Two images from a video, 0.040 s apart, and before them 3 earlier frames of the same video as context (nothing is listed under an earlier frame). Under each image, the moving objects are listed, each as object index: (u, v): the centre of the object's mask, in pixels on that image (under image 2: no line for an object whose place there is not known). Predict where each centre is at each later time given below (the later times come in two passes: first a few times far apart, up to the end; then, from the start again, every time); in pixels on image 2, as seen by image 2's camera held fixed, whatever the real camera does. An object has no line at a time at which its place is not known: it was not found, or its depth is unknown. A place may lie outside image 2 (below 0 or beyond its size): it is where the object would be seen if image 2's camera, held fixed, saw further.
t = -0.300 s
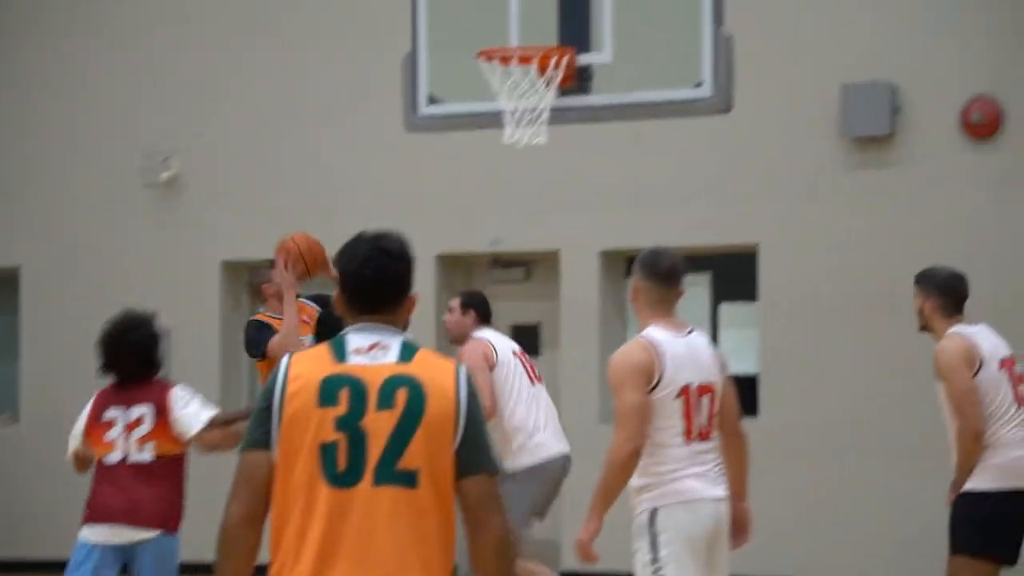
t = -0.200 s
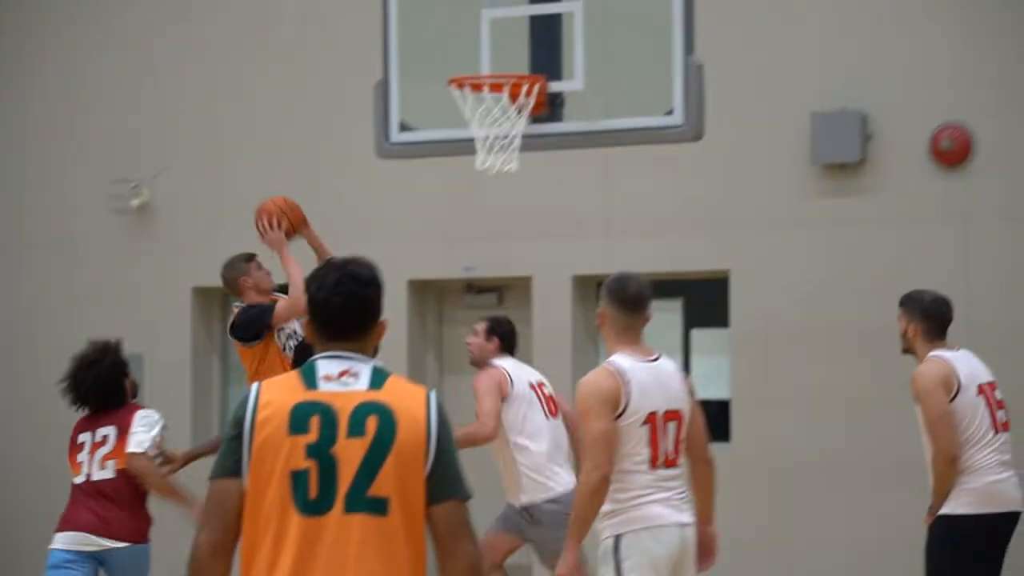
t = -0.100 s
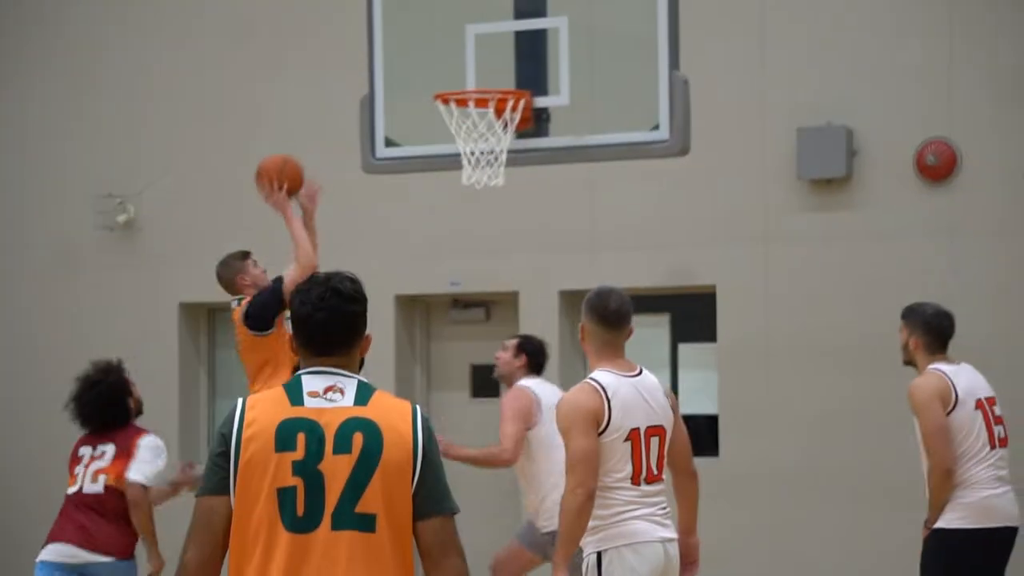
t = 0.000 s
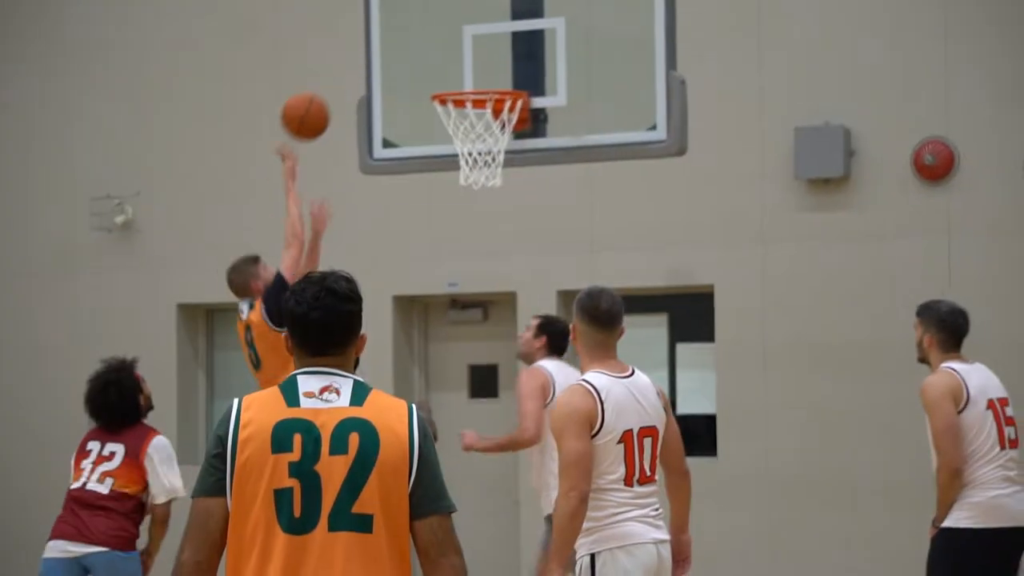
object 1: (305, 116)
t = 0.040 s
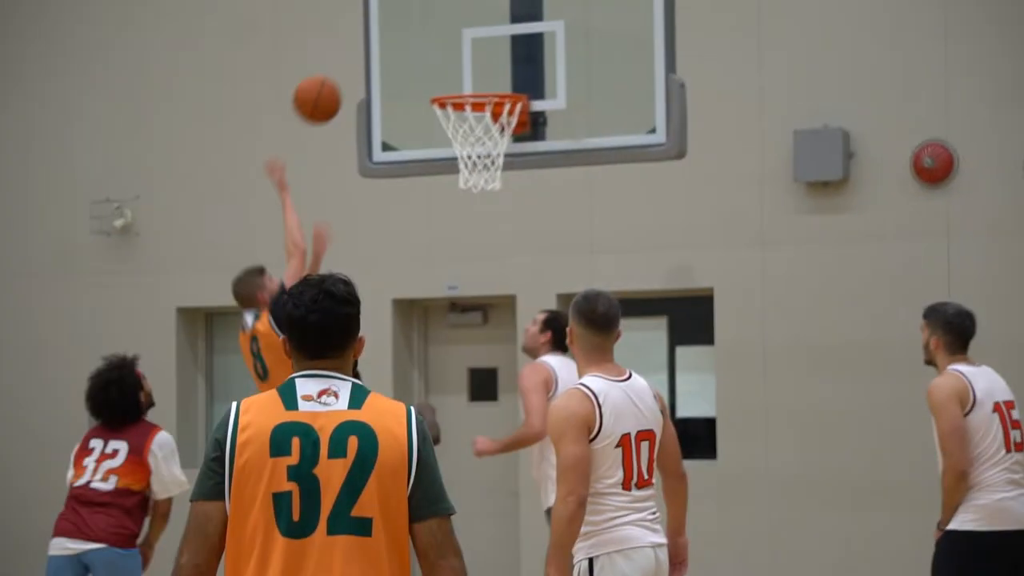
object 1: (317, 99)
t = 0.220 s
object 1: (375, 45)
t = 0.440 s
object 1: (443, 67)
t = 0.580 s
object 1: (465, 71)
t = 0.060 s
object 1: (323, 89)
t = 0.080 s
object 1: (329, 82)
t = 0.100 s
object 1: (335, 73)
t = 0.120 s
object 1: (341, 66)
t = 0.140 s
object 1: (350, 60)
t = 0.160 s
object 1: (355, 55)
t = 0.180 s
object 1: (362, 51)
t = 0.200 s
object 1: (369, 47)
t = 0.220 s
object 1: (375, 45)
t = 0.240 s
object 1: (381, 42)
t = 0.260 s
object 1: (387, 41)
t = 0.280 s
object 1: (394, 42)
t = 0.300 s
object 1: (400, 43)
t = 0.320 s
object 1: (407, 42)
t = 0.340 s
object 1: (413, 45)
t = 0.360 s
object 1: (419, 48)
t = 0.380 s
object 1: (425, 52)
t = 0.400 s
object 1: (431, 55)
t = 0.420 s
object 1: (437, 61)
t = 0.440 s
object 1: (443, 67)
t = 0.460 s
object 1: (449, 76)
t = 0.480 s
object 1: (452, 77)
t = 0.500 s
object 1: (455, 74)
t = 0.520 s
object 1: (457, 72)
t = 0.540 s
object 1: (460, 70)
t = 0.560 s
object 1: (462, 70)
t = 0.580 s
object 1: (465, 71)
